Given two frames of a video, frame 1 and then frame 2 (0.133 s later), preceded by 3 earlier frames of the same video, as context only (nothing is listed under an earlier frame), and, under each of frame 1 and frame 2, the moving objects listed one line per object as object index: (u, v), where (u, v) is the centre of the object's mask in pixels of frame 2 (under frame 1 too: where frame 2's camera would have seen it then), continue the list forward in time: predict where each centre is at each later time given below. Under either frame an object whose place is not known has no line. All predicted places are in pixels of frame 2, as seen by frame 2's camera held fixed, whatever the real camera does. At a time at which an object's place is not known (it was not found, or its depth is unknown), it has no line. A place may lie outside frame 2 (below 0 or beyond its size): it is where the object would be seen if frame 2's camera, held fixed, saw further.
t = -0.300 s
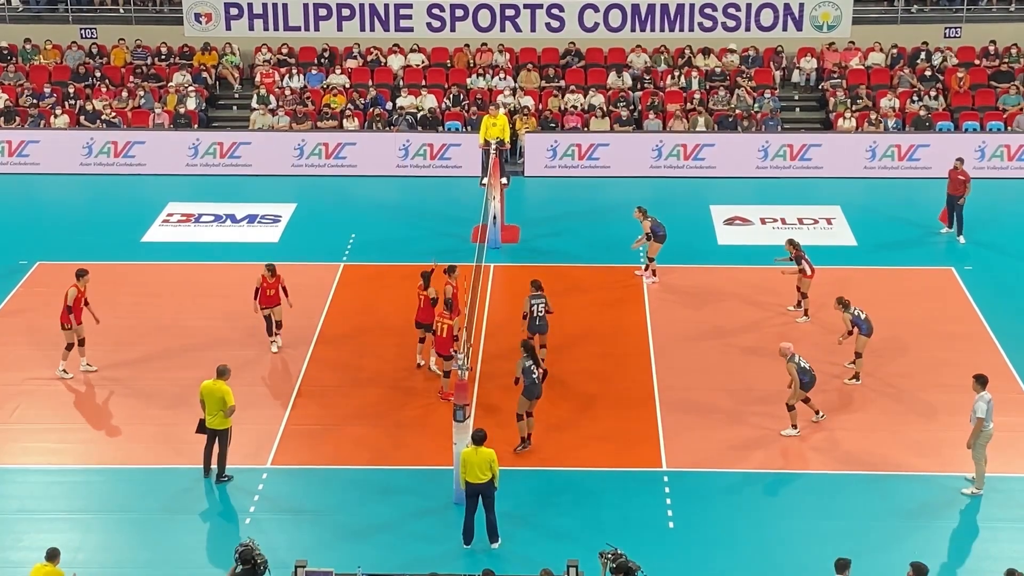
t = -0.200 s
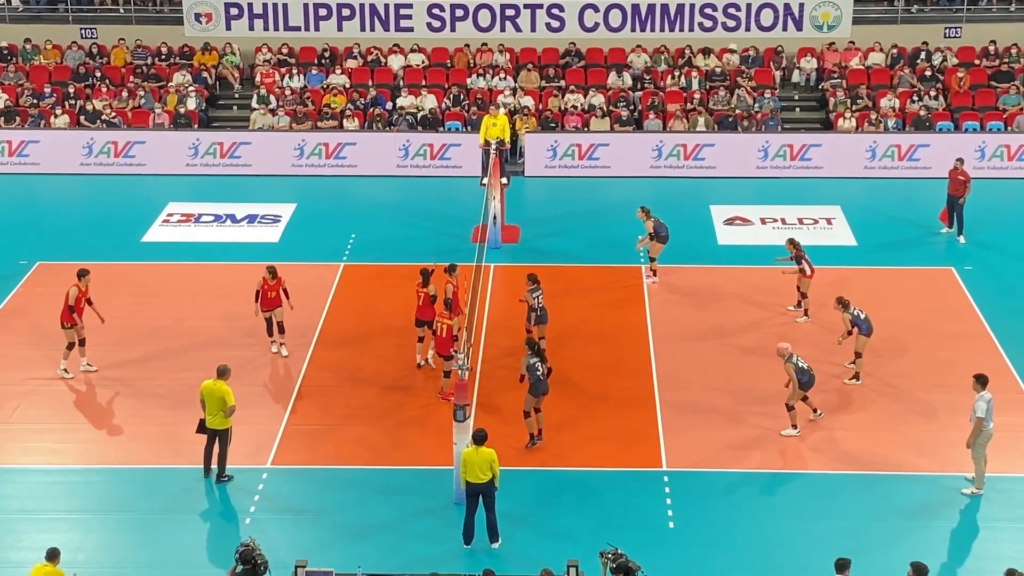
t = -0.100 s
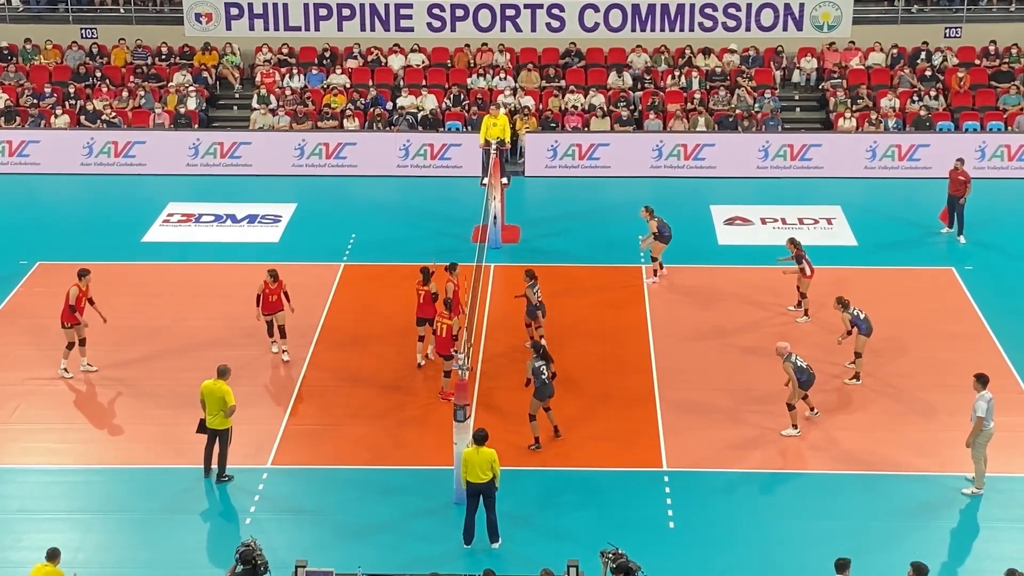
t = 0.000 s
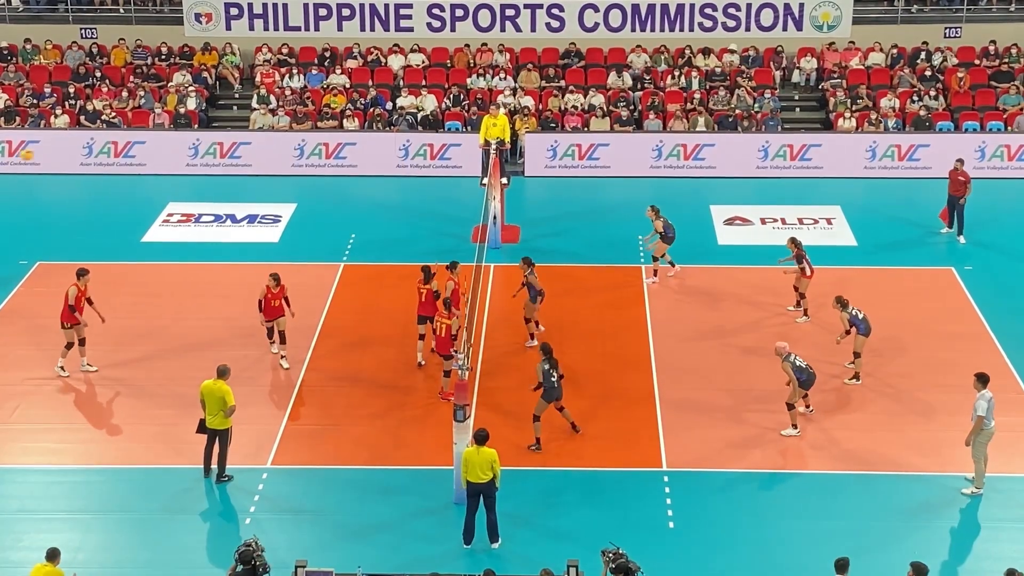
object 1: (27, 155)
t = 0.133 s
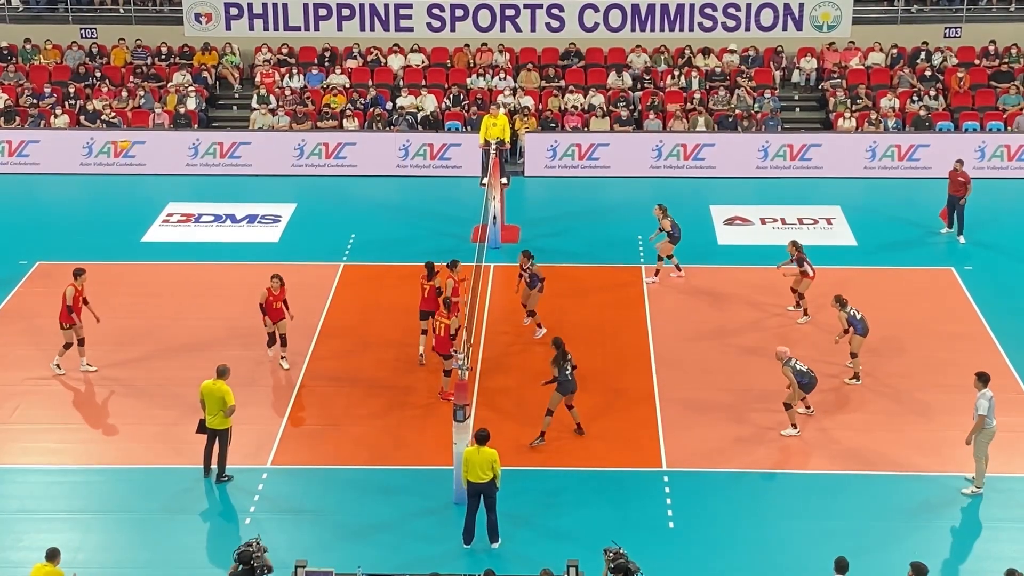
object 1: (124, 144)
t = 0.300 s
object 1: (244, 143)
